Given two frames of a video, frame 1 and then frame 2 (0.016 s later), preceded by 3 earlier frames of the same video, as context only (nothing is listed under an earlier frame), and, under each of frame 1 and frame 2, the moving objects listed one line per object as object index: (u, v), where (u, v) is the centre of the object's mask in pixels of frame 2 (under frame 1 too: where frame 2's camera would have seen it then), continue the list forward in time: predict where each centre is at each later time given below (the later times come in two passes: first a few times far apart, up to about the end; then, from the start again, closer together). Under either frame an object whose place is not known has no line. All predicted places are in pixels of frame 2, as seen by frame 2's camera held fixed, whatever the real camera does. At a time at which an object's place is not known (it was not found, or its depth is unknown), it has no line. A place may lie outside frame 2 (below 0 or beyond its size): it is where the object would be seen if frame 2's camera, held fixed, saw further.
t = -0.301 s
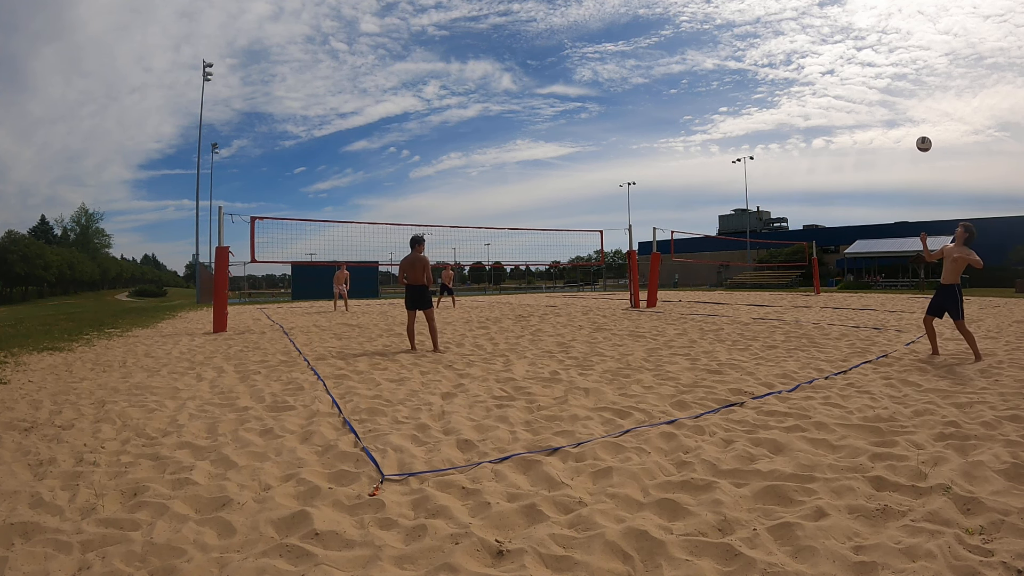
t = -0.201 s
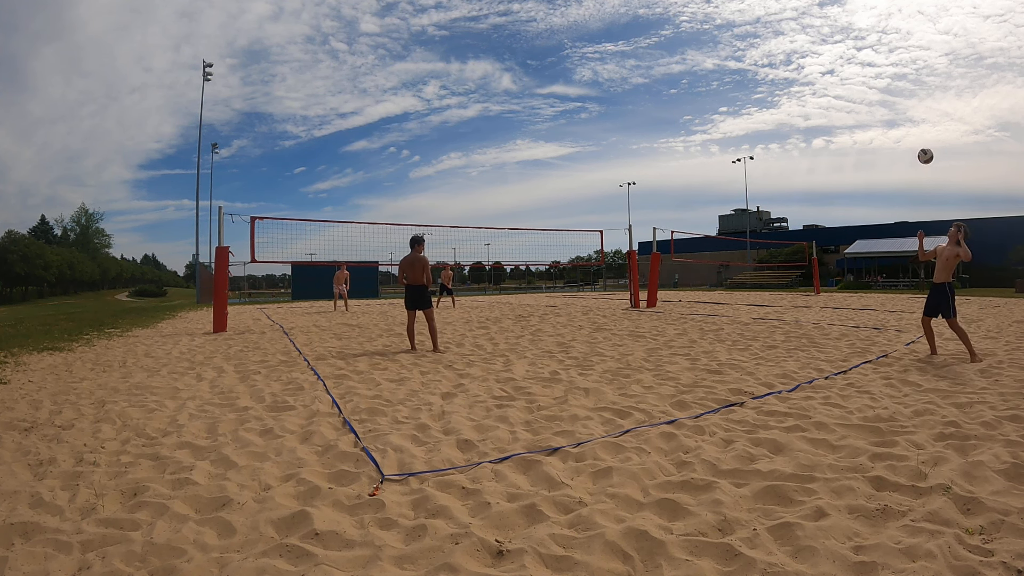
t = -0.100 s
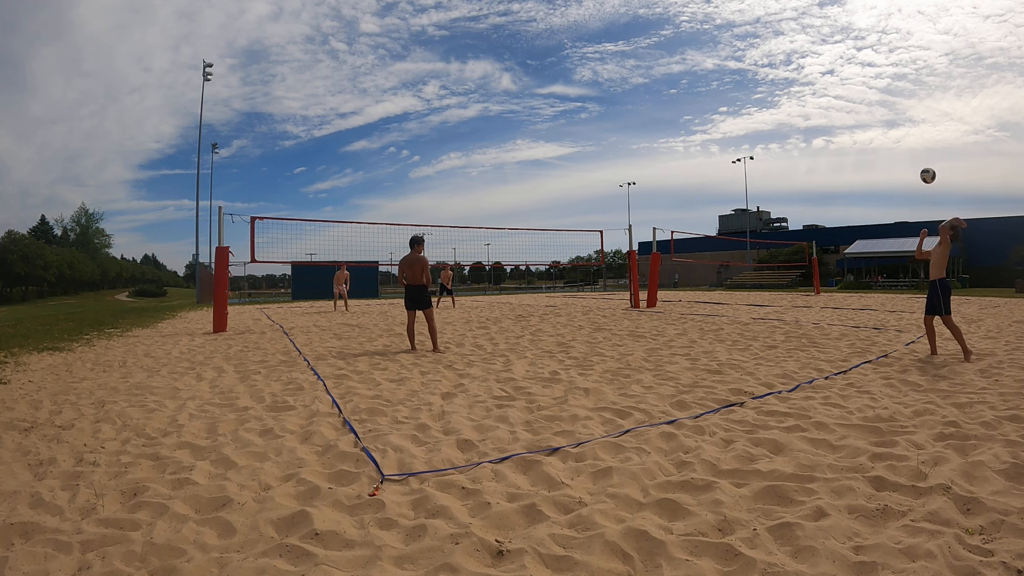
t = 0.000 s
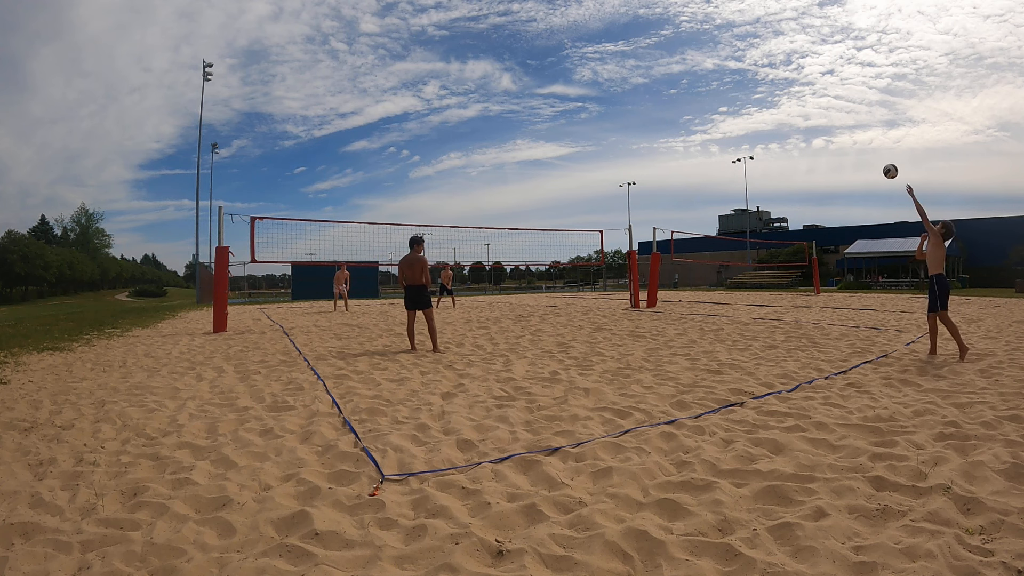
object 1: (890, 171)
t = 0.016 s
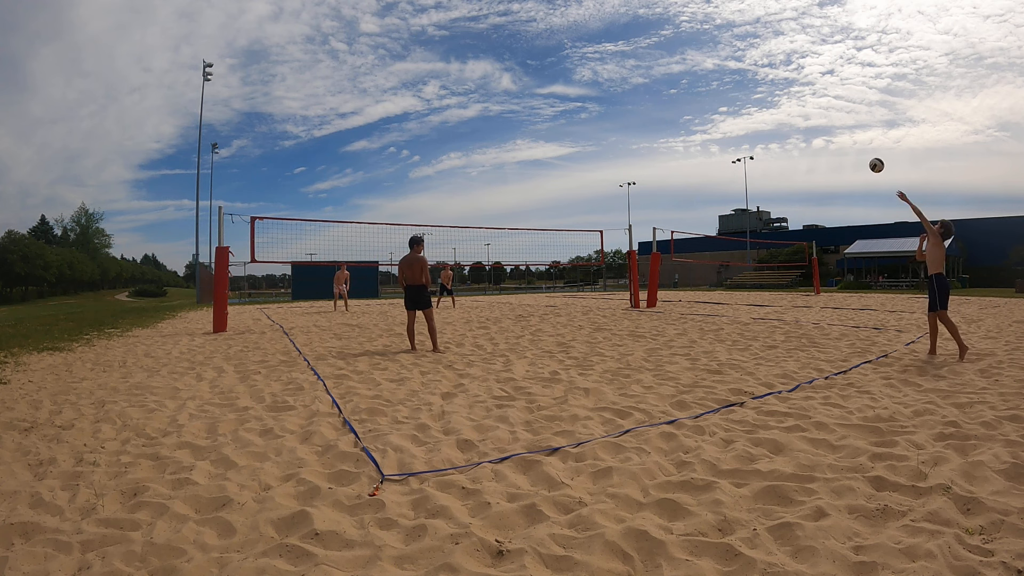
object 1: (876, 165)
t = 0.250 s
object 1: (718, 117)
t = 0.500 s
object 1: (608, 118)
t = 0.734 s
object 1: (543, 141)
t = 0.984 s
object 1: (494, 176)
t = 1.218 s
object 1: (460, 217)
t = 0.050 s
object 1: (850, 154)
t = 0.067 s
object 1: (837, 150)
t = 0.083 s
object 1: (825, 145)
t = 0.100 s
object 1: (812, 141)
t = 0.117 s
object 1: (801, 137)
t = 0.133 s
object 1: (789, 134)
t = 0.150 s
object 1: (778, 130)
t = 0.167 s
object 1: (768, 127)
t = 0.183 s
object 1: (757, 125)
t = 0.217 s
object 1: (737, 120)
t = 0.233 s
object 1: (727, 119)
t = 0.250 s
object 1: (718, 117)
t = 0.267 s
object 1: (709, 116)
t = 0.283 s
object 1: (700, 115)
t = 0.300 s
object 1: (692, 114)
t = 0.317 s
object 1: (683, 114)
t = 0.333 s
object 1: (676, 113)
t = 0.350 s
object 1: (668, 113)
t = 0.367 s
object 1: (660, 113)
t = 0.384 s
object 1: (653, 113)
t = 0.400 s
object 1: (646, 113)
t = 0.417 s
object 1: (639, 113)
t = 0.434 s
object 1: (633, 114)
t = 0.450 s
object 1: (626, 115)
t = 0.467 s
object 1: (620, 116)
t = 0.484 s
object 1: (614, 117)
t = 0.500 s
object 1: (608, 118)
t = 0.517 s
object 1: (603, 119)
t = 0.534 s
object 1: (597, 121)
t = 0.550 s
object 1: (592, 122)
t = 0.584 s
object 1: (582, 125)
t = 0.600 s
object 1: (577, 126)
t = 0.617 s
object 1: (572, 128)
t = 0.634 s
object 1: (568, 130)
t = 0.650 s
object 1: (563, 132)
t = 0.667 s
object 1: (559, 133)
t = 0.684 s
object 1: (555, 135)
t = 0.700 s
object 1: (551, 137)
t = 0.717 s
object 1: (547, 139)
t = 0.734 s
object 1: (543, 141)
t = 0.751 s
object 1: (539, 143)
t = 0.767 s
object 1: (535, 145)
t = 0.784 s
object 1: (531, 147)
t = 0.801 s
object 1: (528, 150)
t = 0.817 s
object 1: (525, 152)
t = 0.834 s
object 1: (521, 154)
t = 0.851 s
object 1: (518, 156)
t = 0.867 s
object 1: (515, 159)
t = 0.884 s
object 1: (511, 161)
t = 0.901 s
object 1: (508, 164)
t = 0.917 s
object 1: (505, 166)
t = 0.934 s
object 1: (502, 168)
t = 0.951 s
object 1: (499, 171)
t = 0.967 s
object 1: (496, 174)
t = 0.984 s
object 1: (494, 176)
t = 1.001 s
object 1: (491, 179)
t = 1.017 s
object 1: (488, 182)
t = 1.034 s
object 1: (486, 184)
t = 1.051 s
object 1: (483, 187)
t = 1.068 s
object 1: (481, 190)
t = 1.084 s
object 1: (478, 193)
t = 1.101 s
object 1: (476, 196)
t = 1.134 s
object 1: (471, 201)
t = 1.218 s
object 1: (460, 217)
